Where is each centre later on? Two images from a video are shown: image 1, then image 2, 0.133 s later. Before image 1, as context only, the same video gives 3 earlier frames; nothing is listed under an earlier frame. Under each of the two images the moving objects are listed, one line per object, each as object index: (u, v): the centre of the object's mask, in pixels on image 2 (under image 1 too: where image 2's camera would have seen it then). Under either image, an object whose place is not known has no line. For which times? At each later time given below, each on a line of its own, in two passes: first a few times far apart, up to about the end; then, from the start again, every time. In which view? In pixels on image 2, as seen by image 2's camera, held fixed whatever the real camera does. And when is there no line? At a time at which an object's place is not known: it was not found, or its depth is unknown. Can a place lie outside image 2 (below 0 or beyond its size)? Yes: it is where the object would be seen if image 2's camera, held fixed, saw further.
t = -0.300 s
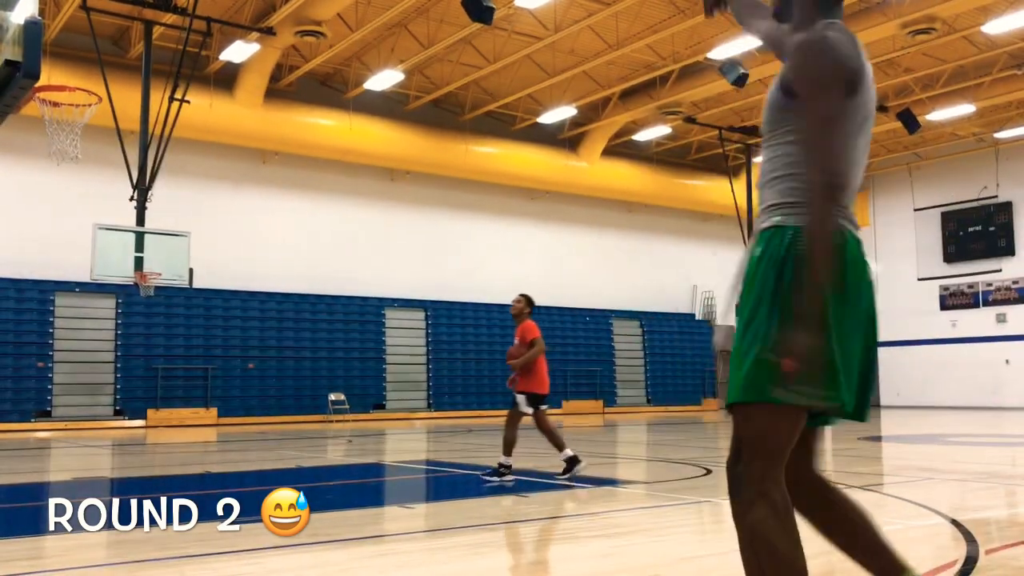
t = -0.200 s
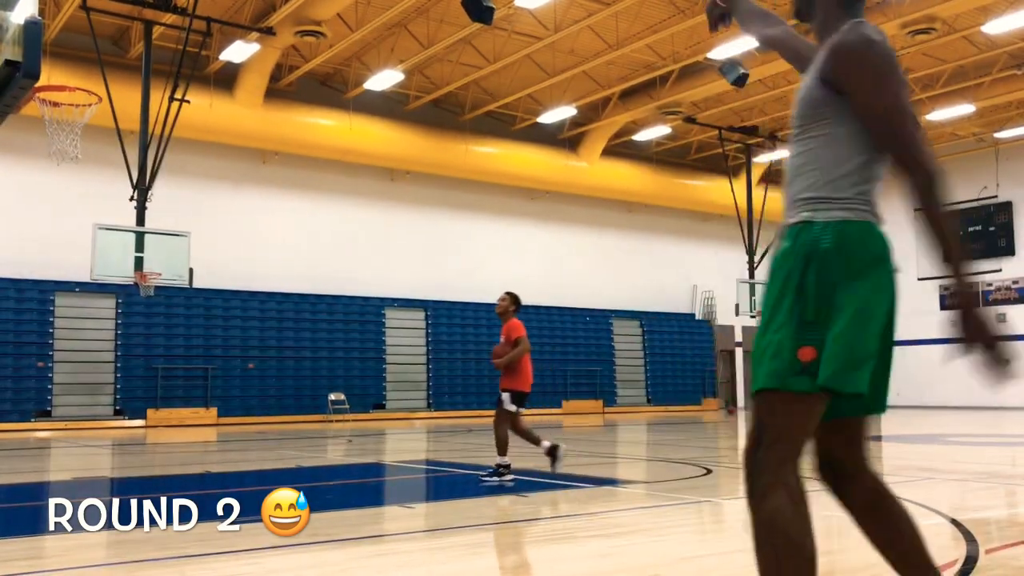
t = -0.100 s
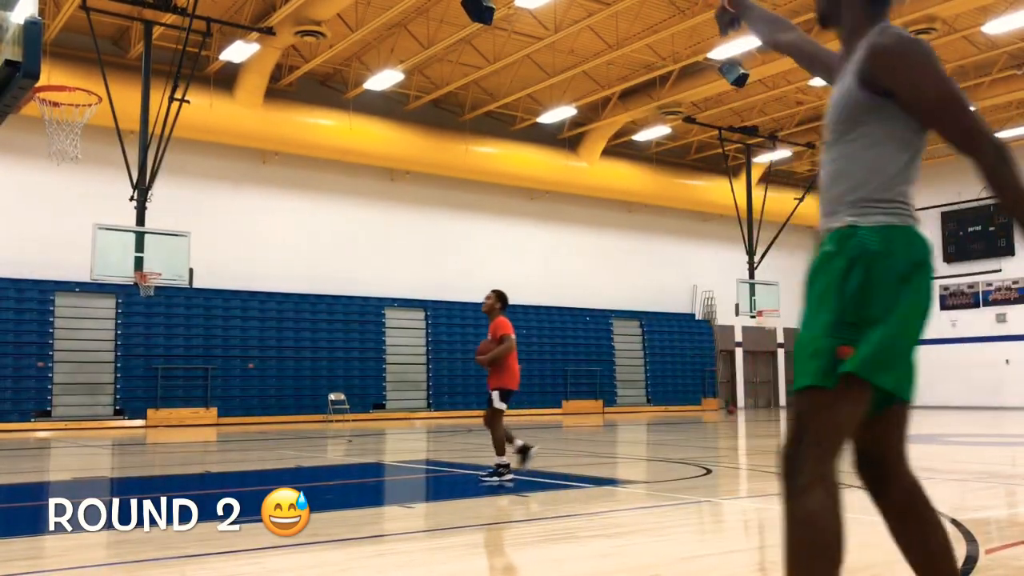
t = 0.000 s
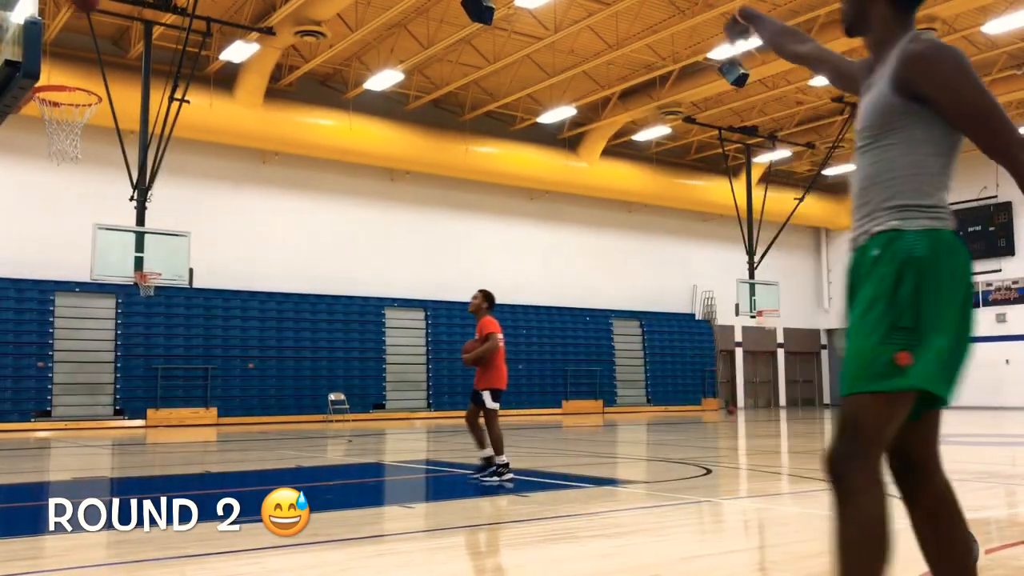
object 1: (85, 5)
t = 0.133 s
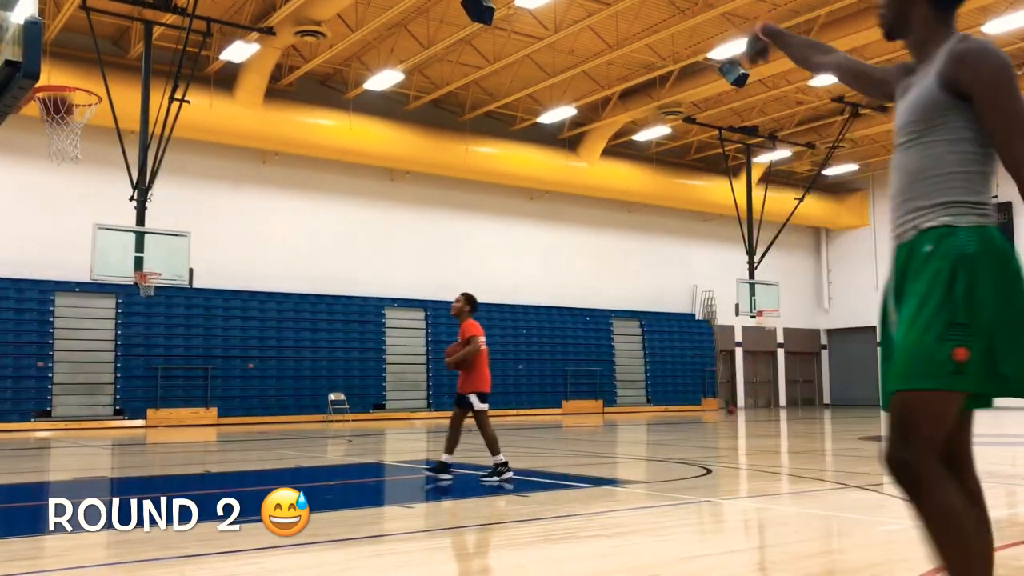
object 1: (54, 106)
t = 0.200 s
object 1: (62, 145)
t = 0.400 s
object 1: (86, 254)
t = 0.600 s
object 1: (106, 419)
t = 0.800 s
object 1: (142, 389)
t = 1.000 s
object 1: (182, 293)
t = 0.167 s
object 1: (59, 127)
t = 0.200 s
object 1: (62, 145)
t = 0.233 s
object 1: (66, 157)
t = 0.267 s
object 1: (71, 174)
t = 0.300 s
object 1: (75, 193)
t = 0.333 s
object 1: (78, 212)
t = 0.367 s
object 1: (82, 232)
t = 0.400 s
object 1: (86, 254)
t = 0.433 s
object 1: (90, 279)
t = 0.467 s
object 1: (93, 305)
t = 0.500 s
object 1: (97, 331)
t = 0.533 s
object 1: (100, 360)
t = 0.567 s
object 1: (103, 387)
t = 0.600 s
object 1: (106, 419)
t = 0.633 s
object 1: (110, 455)
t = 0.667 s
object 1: (113, 480)
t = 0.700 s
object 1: (120, 459)
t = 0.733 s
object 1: (127, 437)
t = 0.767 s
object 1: (135, 409)
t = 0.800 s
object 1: (142, 389)
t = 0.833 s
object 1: (147, 372)
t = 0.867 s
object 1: (154, 352)
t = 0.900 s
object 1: (162, 335)
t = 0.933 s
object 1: (168, 320)
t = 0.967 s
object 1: (175, 306)
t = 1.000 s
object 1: (182, 293)
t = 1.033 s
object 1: (189, 281)
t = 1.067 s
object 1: (195, 270)
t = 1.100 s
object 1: (202, 261)
